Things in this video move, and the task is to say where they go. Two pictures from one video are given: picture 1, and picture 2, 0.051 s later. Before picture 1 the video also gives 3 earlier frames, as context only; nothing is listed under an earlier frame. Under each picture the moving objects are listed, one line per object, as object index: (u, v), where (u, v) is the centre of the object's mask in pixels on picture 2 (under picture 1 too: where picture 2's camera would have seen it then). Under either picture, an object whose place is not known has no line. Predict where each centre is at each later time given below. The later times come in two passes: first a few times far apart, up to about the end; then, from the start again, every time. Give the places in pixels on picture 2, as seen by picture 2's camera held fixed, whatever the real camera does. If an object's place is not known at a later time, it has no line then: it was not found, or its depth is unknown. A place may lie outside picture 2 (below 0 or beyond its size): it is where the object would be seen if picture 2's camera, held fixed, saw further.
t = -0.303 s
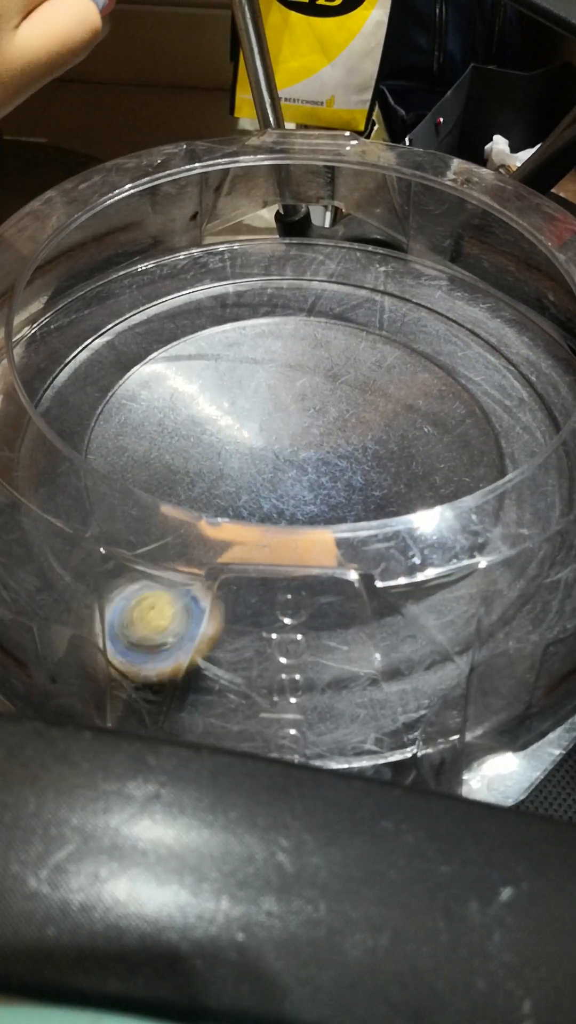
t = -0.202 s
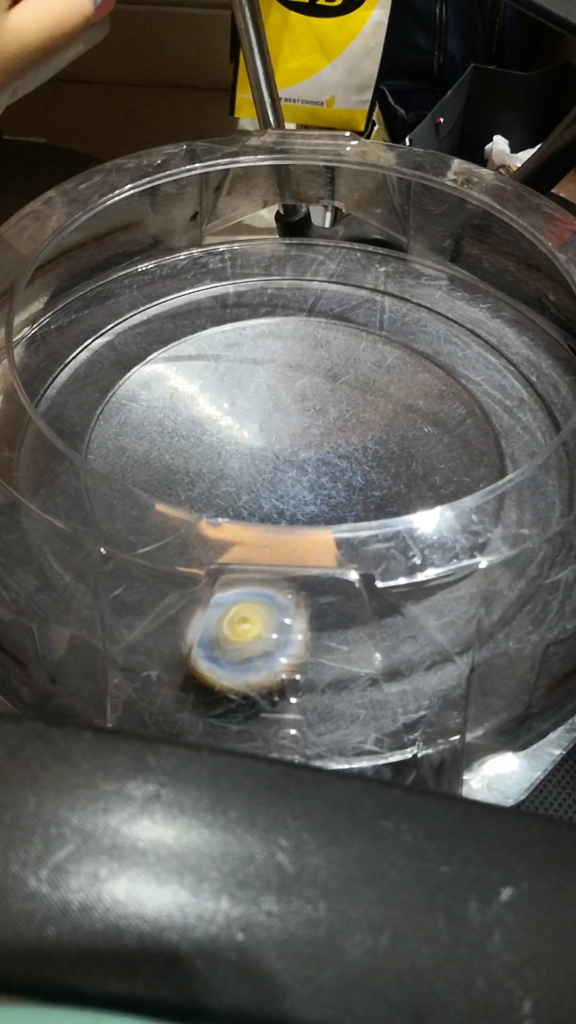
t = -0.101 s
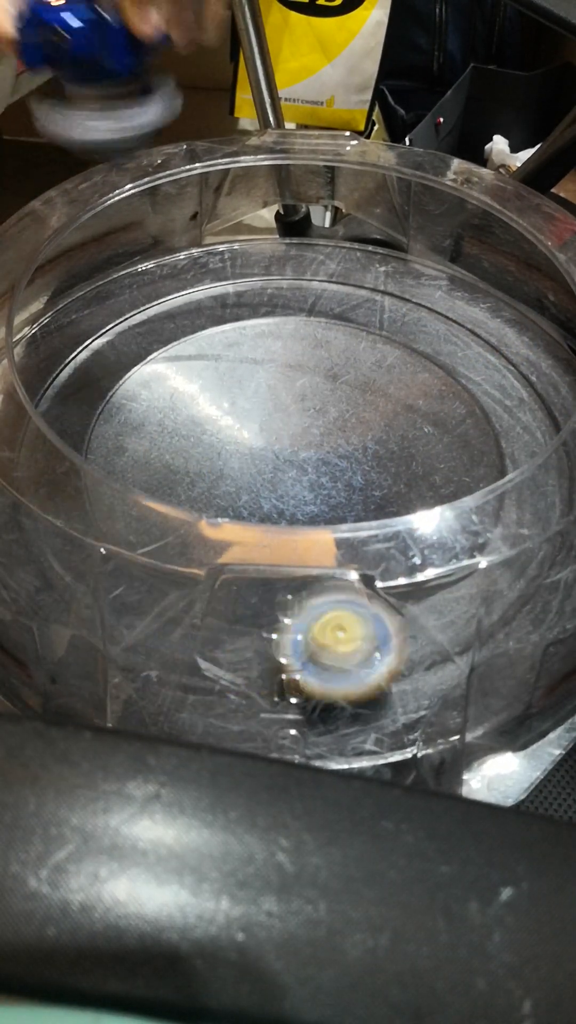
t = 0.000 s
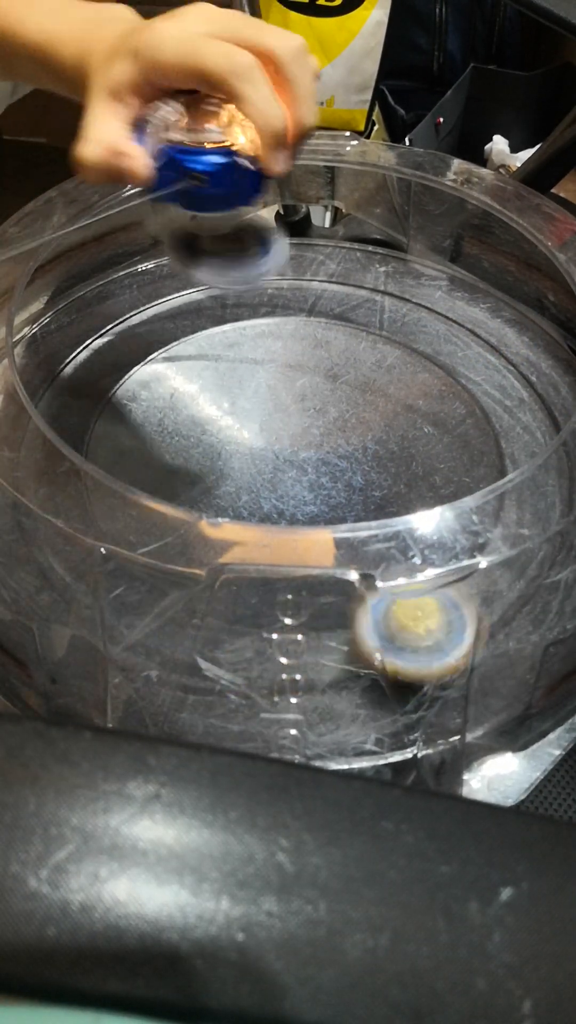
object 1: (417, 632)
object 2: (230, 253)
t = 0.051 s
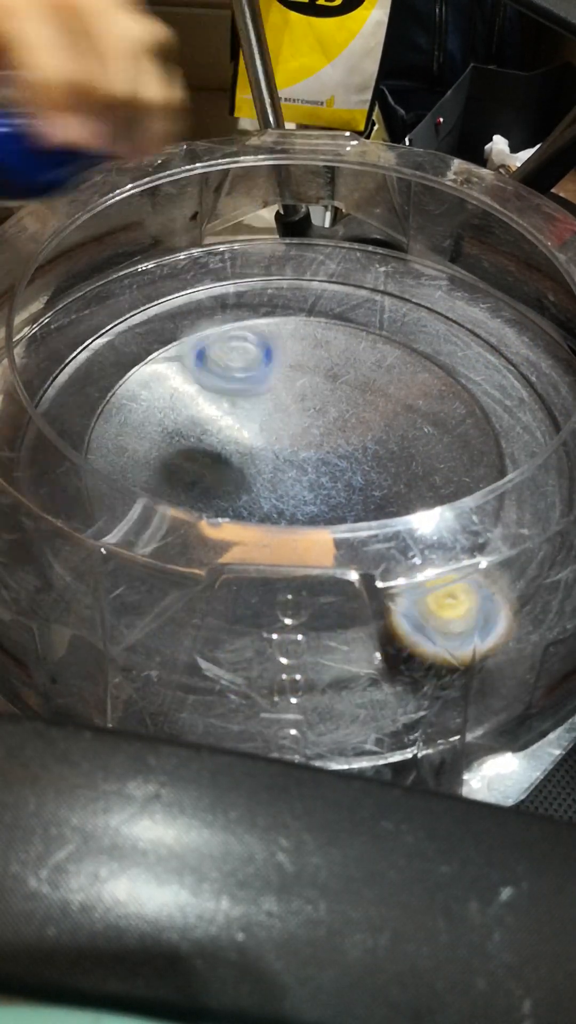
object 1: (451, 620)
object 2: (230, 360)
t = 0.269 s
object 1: (501, 546)
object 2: (360, 492)
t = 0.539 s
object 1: (500, 505)
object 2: (262, 584)
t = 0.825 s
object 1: (287, 380)
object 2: (191, 349)
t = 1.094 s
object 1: (281, 499)
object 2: (304, 342)
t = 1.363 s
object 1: (330, 506)
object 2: (566, 507)
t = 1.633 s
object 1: (270, 456)
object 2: (462, 546)
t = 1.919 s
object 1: (295, 456)
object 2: (145, 500)
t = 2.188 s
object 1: (266, 487)
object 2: (249, 317)
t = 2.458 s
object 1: (329, 443)
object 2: (520, 386)
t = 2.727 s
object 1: (230, 431)
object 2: (525, 547)
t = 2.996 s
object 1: (327, 500)
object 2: (302, 610)
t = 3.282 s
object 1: (288, 363)
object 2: (70, 561)
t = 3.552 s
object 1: (210, 469)
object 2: (76, 454)
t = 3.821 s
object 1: (417, 454)
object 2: (37, 434)
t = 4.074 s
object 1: (286, 364)
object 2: (76, 428)
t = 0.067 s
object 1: (461, 614)
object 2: (234, 401)
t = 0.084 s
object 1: (469, 612)
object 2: (237, 440)
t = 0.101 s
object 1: (478, 611)
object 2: (252, 439)
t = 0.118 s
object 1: (485, 608)
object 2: (264, 441)
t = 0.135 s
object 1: (487, 593)
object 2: (277, 447)
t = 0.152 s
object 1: (489, 583)
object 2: (291, 453)
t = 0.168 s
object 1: (490, 576)
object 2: (302, 459)
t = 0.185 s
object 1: (492, 569)
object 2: (315, 469)
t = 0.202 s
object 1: (493, 565)
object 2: (328, 475)
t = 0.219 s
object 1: (496, 556)
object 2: (338, 480)
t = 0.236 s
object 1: (497, 553)
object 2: (347, 483)
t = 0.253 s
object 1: (500, 549)
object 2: (354, 488)
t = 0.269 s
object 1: (501, 546)
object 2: (360, 492)
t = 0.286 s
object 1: (503, 542)
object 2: (366, 496)
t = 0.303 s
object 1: (504, 538)
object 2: (370, 504)
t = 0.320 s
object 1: (506, 536)
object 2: (372, 509)
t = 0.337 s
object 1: (508, 533)
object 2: (373, 515)
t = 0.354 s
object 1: (509, 530)
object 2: (372, 521)
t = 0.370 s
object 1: (509, 528)
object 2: (371, 525)
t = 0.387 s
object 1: (509, 526)
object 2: (370, 531)
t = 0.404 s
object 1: (509, 523)
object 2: (368, 535)
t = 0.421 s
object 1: (509, 521)
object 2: (364, 540)
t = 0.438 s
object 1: (509, 519)
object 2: (358, 547)
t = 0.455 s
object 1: (508, 516)
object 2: (352, 550)
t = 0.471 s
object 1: (506, 514)
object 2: (338, 555)
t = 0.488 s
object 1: (505, 510)
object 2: (329, 568)
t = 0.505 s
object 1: (503, 508)
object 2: (309, 570)
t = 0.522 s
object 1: (502, 507)
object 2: (283, 585)
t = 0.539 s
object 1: (500, 505)
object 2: (262, 584)
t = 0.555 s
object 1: (499, 500)
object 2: (236, 567)
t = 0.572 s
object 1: (494, 495)
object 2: (218, 548)
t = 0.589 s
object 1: (488, 490)
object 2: (202, 532)
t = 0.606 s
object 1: (481, 484)
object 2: (193, 527)
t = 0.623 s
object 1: (473, 477)
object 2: (181, 519)
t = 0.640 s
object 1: (462, 468)
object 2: (169, 506)
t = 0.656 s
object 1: (452, 461)
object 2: (160, 493)
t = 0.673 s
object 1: (443, 456)
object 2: (152, 479)
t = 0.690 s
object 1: (431, 448)
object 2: (150, 461)
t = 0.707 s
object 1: (418, 439)
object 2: (147, 447)
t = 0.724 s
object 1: (403, 429)
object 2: (145, 434)
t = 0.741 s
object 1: (387, 419)
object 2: (146, 418)
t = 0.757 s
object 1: (369, 409)
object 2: (152, 403)
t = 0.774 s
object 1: (348, 401)
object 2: (159, 390)
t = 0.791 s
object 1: (328, 393)
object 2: (169, 373)
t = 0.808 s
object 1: (308, 384)
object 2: (179, 362)
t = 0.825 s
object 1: (287, 380)
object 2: (191, 349)
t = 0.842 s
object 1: (286, 383)
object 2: (187, 320)
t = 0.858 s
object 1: (285, 388)
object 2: (183, 302)
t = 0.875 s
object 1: (284, 396)
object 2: (177, 281)
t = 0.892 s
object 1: (283, 401)
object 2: (172, 268)
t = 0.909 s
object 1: (282, 408)
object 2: (170, 258)
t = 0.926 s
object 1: (280, 417)
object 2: (169, 252)
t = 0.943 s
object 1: (281, 428)
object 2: (180, 258)
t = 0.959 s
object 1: (281, 437)
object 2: (192, 268)
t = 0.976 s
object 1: (278, 447)
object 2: (201, 280)
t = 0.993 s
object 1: (276, 456)
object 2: (214, 286)
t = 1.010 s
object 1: (273, 467)
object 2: (227, 293)
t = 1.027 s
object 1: (273, 476)
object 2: (241, 302)
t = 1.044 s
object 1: (272, 485)
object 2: (255, 313)
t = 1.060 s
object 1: (274, 491)
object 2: (270, 320)
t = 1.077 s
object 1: (277, 495)
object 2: (286, 329)
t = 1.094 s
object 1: (281, 499)
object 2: (304, 342)
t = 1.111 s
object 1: (286, 502)
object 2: (323, 350)
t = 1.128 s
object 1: (291, 524)
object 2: (343, 358)
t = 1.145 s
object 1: (299, 526)
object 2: (362, 367)
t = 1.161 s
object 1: (309, 527)
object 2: (382, 379)
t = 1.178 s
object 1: (319, 529)
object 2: (400, 388)
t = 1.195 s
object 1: (330, 530)
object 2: (419, 401)
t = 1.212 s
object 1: (344, 528)
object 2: (437, 414)
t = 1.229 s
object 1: (358, 523)
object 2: (452, 426)
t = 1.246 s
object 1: (367, 525)
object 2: (464, 440)
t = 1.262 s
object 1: (375, 522)
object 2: (472, 453)
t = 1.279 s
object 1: (382, 518)
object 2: (483, 470)
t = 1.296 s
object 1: (376, 518)
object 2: (507, 477)
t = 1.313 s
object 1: (366, 517)
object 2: (530, 484)
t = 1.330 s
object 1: (357, 515)
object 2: (546, 493)
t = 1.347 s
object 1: (346, 514)
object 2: (557, 501)
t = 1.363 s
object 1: (330, 506)
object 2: (566, 507)
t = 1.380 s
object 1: (321, 504)
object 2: (564, 510)
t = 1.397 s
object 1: (309, 501)
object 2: (555, 516)
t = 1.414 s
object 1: (301, 501)
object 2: (548, 519)
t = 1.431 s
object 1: (294, 499)
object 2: (543, 524)
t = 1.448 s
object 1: (288, 495)
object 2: (536, 529)
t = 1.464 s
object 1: (282, 493)
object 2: (531, 534)
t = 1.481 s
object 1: (278, 488)
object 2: (526, 537)
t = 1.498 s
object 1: (275, 484)
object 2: (518, 540)
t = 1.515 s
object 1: (272, 479)
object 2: (512, 543)
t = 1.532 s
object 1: (270, 474)
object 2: (505, 546)
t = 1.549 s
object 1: (269, 469)
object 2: (501, 548)
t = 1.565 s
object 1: (269, 466)
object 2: (494, 549)
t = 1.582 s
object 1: (270, 461)
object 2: (482, 547)
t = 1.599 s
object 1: (269, 459)
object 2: (477, 546)
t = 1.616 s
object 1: (270, 457)
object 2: (471, 545)
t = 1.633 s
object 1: (270, 456)
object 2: (462, 546)
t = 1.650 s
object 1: (270, 455)
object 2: (451, 548)
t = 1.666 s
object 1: (270, 454)
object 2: (437, 550)
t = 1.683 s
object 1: (271, 454)
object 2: (426, 550)
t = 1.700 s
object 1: (272, 455)
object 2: (412, 550)
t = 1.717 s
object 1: (273, 456)
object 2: (382, 548)
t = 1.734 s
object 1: (275, 459)
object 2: (372, 550)
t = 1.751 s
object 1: (277, 461)
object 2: (354, 550)
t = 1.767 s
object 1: (278, 463)
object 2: (331, 549)
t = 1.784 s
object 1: (281, 465)
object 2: (309, 547)
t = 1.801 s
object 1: (282, 468)
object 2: (286, 545)
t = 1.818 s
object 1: (285, 466)
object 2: (266, 541)
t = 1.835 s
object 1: (287, 466)
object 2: (240, 538)
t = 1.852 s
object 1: (289, 463)
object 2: (217, 531)
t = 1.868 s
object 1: (291, 462)
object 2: (193, 527)
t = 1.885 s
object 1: (293, 458)
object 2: (177, 521)
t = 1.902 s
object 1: (295, 457)
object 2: (158, 512)
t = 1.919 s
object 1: (295, 456)
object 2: (145, 500)
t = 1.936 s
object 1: (295, 456)
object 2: (133, 488)
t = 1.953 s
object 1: (295, 456)
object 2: (124, 474)
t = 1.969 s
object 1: (294, 456)
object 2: (119, 460)
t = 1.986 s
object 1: (294, 457)
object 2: (117, 445)
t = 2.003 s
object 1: (293, 458)
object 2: (116, 430)
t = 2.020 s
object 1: (291, 460)
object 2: (116, 418)
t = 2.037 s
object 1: (288, 464)
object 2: (121, 405)
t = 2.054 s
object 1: (287, 465)
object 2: (128, 390)
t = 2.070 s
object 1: (284, 467)
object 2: (138, 377)
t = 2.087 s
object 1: (280, 470)
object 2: (151, 362)
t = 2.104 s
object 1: (276, 473)
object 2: (164, 352)
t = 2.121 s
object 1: (273, 475)
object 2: (177, 344)
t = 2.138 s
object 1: (269, 479)
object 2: (196, 334)
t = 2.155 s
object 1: (267, 482)
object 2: (213, 327)
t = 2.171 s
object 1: (266, 485)
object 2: (230, 322)
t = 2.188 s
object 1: (266, 487)
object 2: (249, 317)
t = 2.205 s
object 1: (267, 490)
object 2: (267, 313)
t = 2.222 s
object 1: (271, 491)
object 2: (284, 311)
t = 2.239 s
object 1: (273, 493)
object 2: (303, 306)
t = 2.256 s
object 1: (279, 494)
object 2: (322, 308)
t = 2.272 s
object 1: (284, 495)
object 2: (341, 308)
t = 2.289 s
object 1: (290, 495)
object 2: (360, 309)
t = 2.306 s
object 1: (298, 494)
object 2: (378, 312)
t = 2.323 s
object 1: (305, 492)
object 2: (398, 316)
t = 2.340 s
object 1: (311, 490)
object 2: (415, 323)
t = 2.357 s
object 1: (318, 486)
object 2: (431, 330)
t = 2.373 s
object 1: (322, 481)
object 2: (447, 340)
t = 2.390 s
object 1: (327, 474)
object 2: (463, 351)
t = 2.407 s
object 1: (329, 467)
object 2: (480, 360)
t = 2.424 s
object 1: (331, 459)
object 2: (495, 369)
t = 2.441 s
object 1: (331, 451)
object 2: (509, 377)
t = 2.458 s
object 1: (329, 443)
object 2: (520, 386)
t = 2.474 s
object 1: (327, 436)
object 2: (529, 393)
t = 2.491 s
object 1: (322, 428)
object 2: (536, 399)
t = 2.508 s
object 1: (317, 420)
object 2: (541, 408)
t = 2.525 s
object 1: (311, 414)
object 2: (546, 414)
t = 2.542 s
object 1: (304, 408)
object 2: (548, 421)
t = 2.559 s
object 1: (298, 406)
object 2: (548, 433)
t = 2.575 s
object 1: (291, 402)
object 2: (547, 447)
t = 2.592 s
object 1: (283, 402)
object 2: (545, 460)
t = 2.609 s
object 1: (277, 401)
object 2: (544, 474)
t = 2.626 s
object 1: (269, 403)
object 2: (542, 485)
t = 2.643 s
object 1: (262, 407)
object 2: (541, 497)
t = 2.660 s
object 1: (255, 410)
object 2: (541, 510)
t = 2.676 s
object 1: (248, 414)
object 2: (537, 521)
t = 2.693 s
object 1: (241, 420)
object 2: (534, 528)
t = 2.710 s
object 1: (235, 425)
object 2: (531, 537)
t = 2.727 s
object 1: (230, 431)
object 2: (525, 547)
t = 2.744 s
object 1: (226, 439)
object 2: (519, 555)
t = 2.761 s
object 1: (222, 448)
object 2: (509, 559)
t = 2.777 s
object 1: (221, 454)
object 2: (498, 565)
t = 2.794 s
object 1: (219, 465)
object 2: (489, 570)
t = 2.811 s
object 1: (222, 474)
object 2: (476, 576)
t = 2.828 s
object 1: (224, 482)
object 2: (462, 581)
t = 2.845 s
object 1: (229, 489)
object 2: (450, 586)
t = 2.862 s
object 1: (237, 495)
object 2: (428, 591)
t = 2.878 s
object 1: (245, 500)
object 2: (420, 590)
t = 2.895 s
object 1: (256, 504)
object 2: (395, 592)
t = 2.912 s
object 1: (267, 508)
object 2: (380, 595)
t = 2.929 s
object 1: (280, 510)
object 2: (367, 599)
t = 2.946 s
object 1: (295, 510)
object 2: (352, 599)
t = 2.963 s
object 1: (306, 508)
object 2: (332, 599)
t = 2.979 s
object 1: (317, 505)
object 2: (317, 604)
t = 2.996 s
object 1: (327, 500)
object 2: (302, 610)
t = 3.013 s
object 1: (338, 496)
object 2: (285, 616)
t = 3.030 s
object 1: (348, 490)
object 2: (273, 621)
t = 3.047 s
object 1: (355, 479)
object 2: (257, 627)
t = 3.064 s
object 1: (362, 466)
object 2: (244, 631)
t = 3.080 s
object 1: (366, 454)
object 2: (229, 636)
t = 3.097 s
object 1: (368, 440)
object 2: (217, 643)
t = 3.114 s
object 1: (366, 427)
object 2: (202, 646)
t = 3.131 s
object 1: (364, 414)
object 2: (188, 644)
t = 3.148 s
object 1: (359, 404)
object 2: (174, 636)
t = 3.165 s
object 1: (353, 395)
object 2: (162, 629)
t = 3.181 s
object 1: (346, 386)
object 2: (147, 622)
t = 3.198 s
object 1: (338, 378)
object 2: (134, 610)
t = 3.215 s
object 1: (328, 374)
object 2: (118, 598)
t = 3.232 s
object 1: (320, 368)
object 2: (105, 588)
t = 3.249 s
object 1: (309, 365)
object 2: (91, 578)
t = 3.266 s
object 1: (299, 363)
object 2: (79, 569)
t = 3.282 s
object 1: (288, 363)
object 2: (70, 561)
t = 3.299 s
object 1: (277, 364)
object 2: (62, 549)
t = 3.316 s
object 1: (266, 365)
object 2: (57, 542)
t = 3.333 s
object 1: (256, 368)
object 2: (56, 532)
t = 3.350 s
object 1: (245, 373)
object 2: (56, 523)
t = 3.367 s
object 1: (234, 377)
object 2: (55, 516)
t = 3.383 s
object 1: (224, 384)
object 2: (55, 508)
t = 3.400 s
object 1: (216, 390)
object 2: (56, 503)
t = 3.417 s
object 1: (207, 398)
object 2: (59, 495)
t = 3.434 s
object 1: (199, 406)
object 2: (64, 489)
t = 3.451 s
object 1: (192, 414)
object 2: (71, 481)
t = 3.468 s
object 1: (187, 425)
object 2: (77, 474)
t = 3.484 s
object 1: (182, 434)
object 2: (81, 467)
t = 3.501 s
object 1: (184, 444)
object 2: (82, 460)
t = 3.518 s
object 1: (192, 452)
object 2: (81, 456)
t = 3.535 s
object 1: (200, 459)
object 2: (78, 452)
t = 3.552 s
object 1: (210, 469)
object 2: (76, 454)
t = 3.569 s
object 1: (221, 478)
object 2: (71, 450)
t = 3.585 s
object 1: (234, 485)
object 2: (68, 449)
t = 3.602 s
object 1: (246, 490)
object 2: (61, 446)
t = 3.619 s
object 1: (261, 495)
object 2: (57, 445)
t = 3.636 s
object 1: (276, 499)
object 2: (53, 445)
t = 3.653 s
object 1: (293, 502)
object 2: (51, 446)
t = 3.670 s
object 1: (310, 501)
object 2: (46, 445)
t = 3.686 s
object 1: (328, 502)
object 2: (44, 445)
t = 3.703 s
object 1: (345, 504)
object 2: (41, 447)
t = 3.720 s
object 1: (361, 499)
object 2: (40, 446)
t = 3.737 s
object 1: (374, 492)
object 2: (37, 448)
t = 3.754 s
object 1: (387, 487)
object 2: (35, 445)
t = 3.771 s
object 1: (399, 481)
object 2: (35, 446)
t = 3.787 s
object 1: (407, 473)
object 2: (35, 440)
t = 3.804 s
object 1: (413, 464)
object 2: (35, 441)
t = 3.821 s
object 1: (417, 454)
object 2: (37, 434)
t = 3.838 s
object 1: (418, 445)
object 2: (38, 430)
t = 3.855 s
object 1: (417, 436)
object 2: (41, 423)
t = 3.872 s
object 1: (415, 426)
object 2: (41, 422)
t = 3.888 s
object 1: (411, 417)
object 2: (43, 419)
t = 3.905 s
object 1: (406, 409)
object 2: (44, 418)
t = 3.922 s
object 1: (399, 402)
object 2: (47, 417)
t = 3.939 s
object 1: (391, 393)
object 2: (48, 417)
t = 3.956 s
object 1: (381, 387)
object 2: (51, 418)
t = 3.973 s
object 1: (369, 381)
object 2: (53, 419)
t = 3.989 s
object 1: (357, 376)
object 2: (56, 422)
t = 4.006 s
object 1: (345, 373)
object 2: (60, 422)
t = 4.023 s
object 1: (330, 368)
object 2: (62, 425)
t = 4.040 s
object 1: (316, 365)
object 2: (67, 426)
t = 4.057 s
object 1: (302, 364)
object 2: (69, 428)
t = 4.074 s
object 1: (286, 364)
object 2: (76, 428)
